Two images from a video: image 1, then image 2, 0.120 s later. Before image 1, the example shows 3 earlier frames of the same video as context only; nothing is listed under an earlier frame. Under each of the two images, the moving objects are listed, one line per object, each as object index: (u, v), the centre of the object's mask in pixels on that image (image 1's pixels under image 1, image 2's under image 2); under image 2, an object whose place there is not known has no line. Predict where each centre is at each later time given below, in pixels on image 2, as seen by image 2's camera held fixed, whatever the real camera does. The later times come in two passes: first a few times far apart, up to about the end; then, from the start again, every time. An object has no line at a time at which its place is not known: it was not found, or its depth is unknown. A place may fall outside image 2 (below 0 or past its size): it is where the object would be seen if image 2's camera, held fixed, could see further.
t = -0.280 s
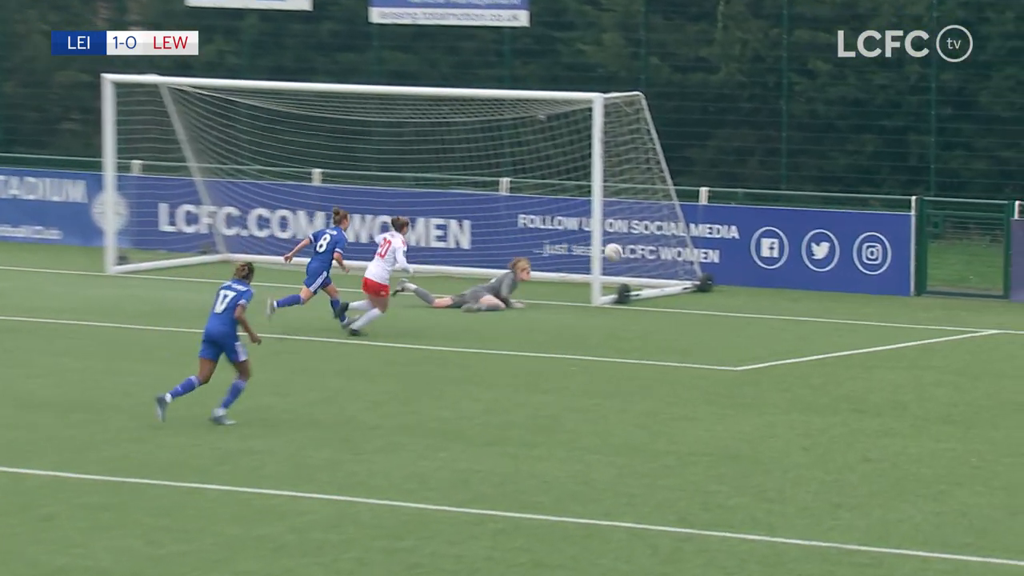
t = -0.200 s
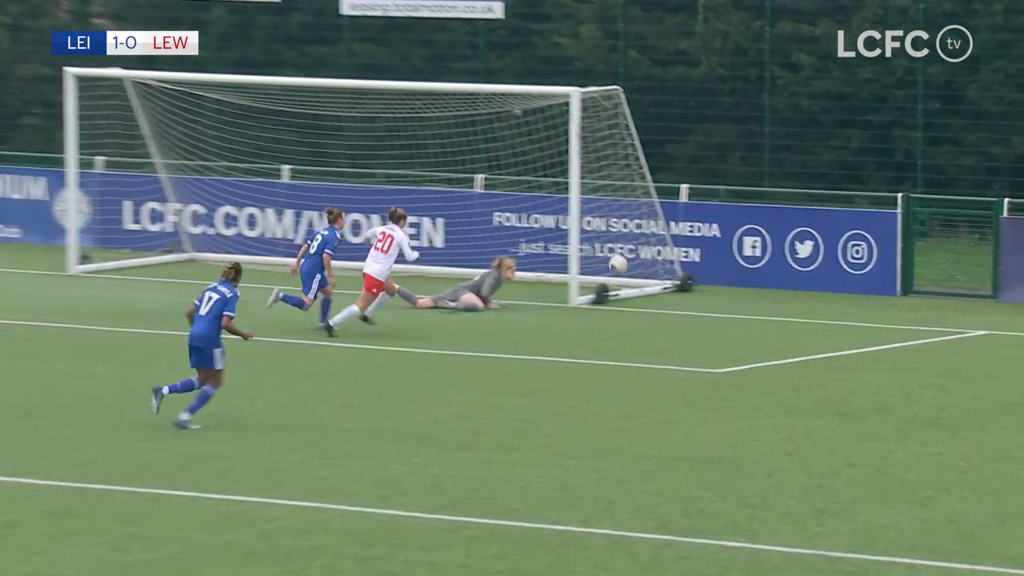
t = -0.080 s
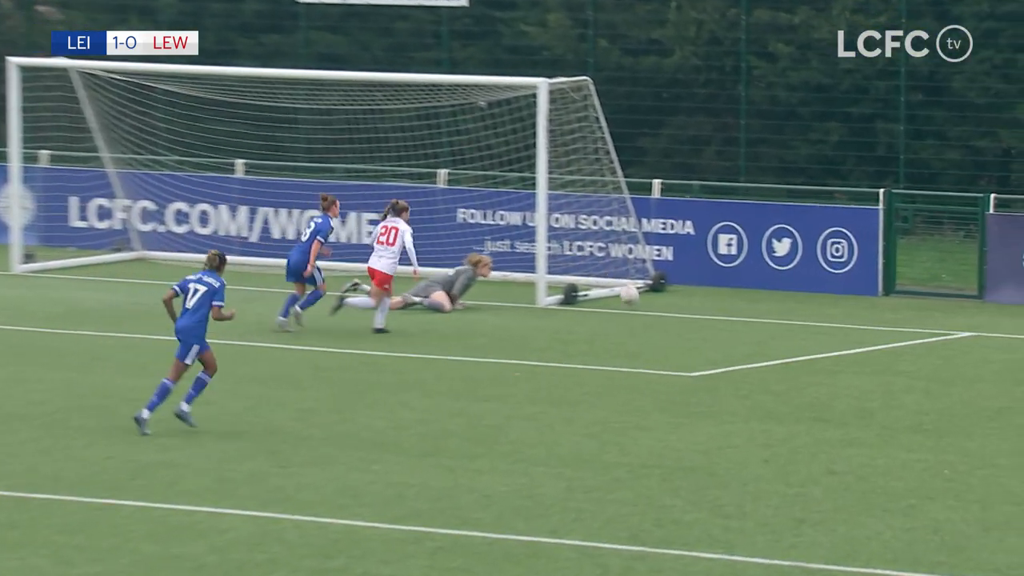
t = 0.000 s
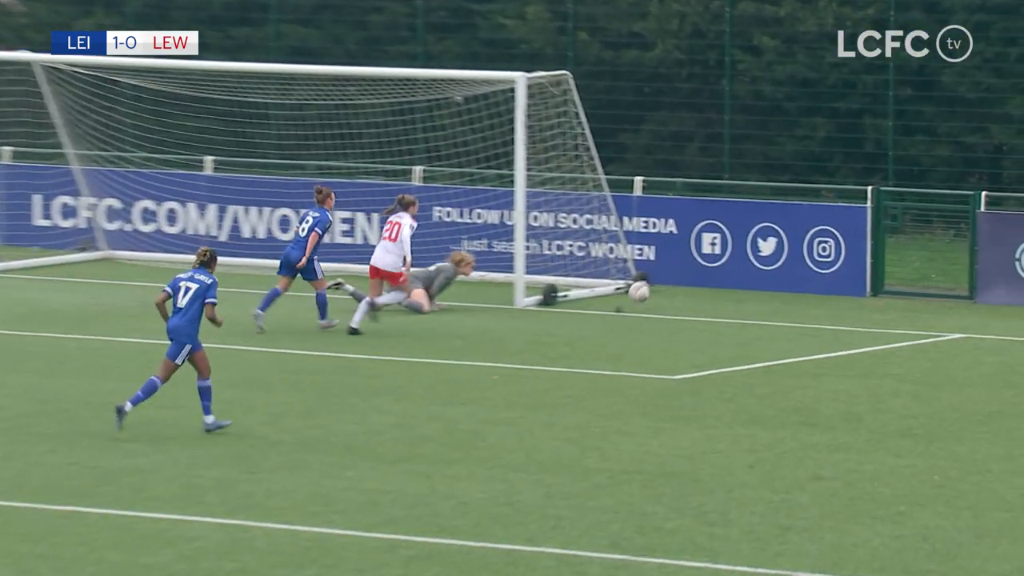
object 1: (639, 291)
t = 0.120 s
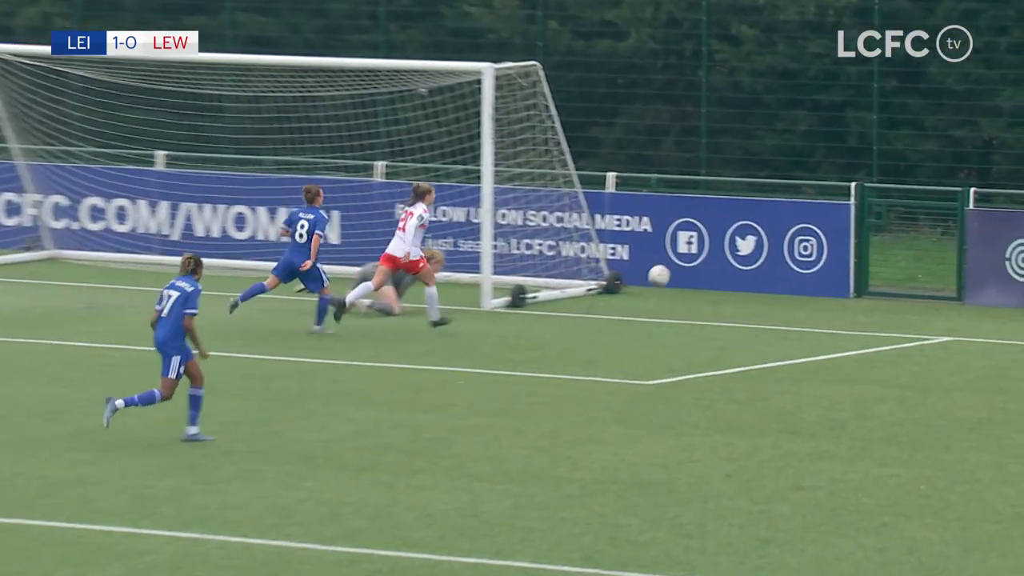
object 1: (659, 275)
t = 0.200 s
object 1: (688, 272)
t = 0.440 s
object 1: (784, 298)
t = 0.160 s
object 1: (674, 273)
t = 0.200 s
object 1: (688, 272)
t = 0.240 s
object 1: (704, 273)
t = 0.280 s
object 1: (718, 275)
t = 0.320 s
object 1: (735, 279)
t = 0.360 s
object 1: (751, 284)
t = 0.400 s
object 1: (768, 290)
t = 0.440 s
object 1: (784, 298)
